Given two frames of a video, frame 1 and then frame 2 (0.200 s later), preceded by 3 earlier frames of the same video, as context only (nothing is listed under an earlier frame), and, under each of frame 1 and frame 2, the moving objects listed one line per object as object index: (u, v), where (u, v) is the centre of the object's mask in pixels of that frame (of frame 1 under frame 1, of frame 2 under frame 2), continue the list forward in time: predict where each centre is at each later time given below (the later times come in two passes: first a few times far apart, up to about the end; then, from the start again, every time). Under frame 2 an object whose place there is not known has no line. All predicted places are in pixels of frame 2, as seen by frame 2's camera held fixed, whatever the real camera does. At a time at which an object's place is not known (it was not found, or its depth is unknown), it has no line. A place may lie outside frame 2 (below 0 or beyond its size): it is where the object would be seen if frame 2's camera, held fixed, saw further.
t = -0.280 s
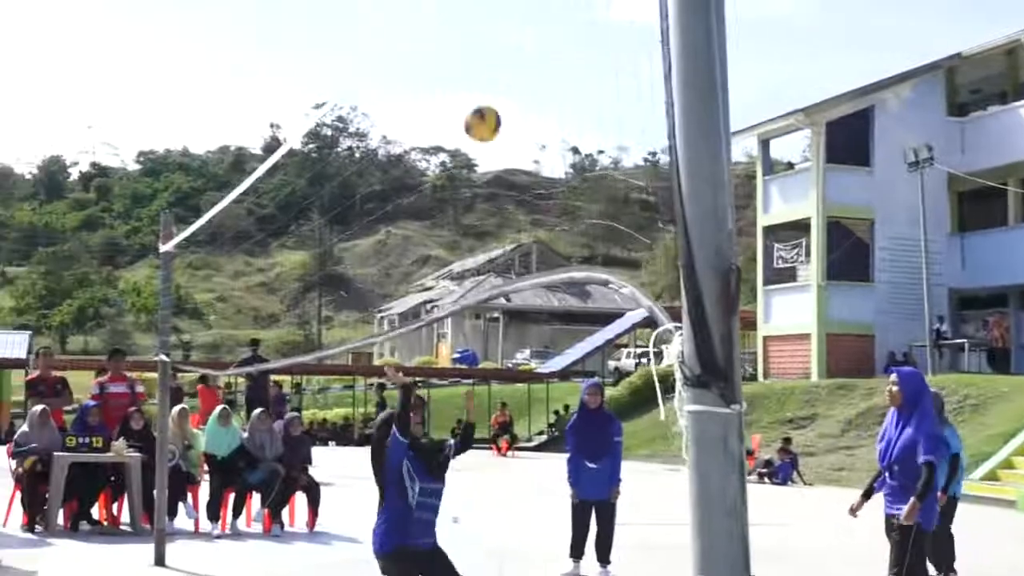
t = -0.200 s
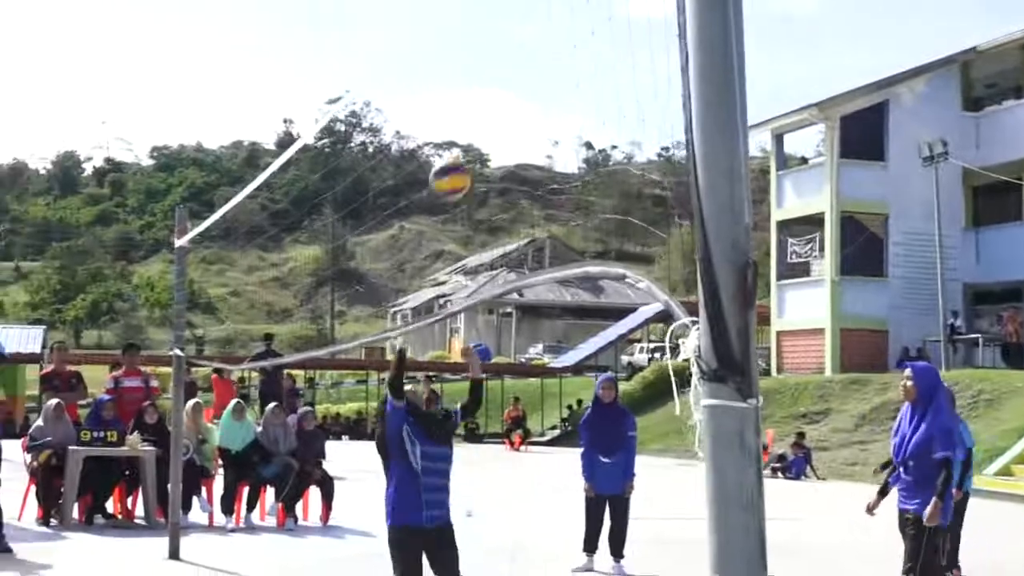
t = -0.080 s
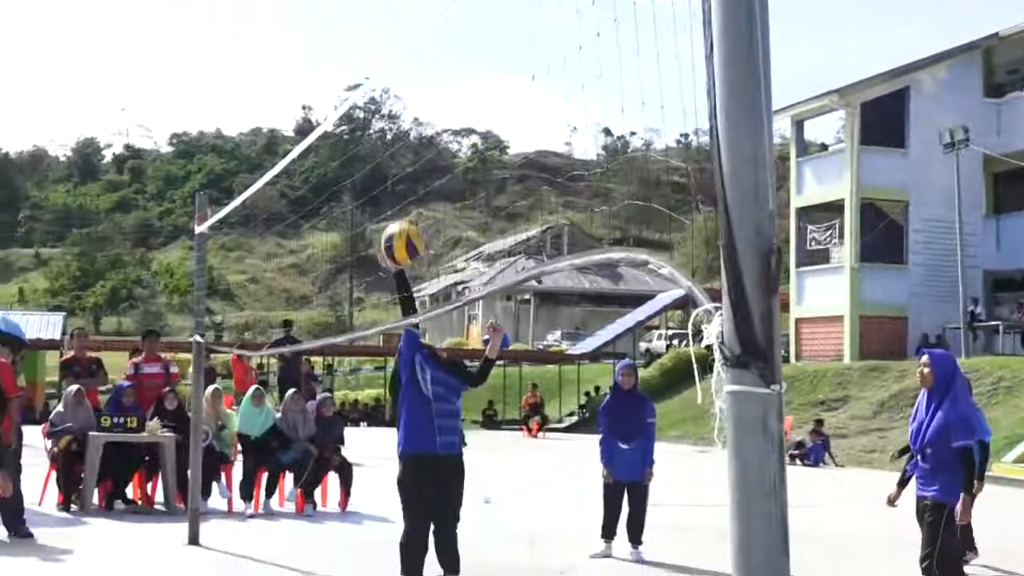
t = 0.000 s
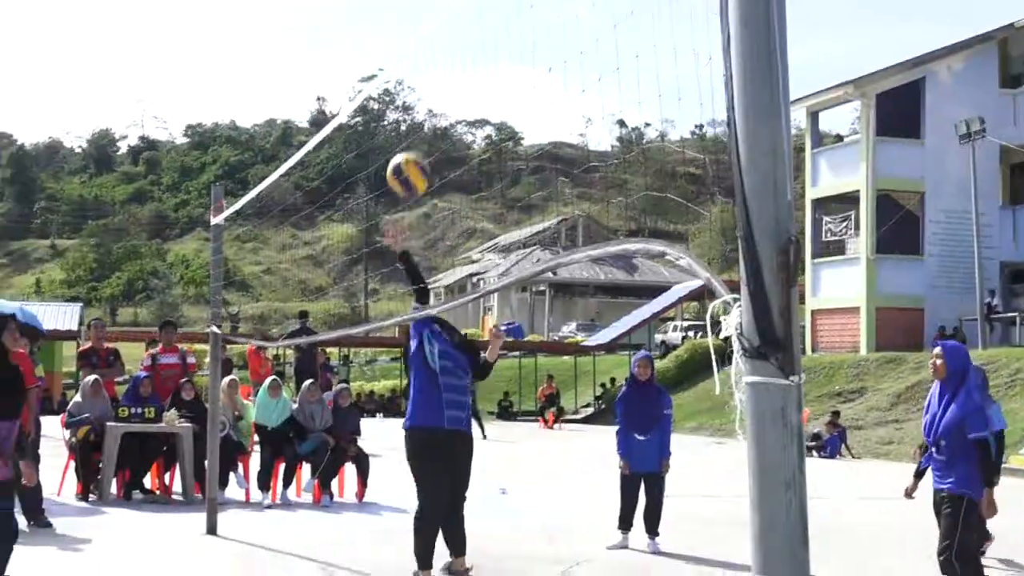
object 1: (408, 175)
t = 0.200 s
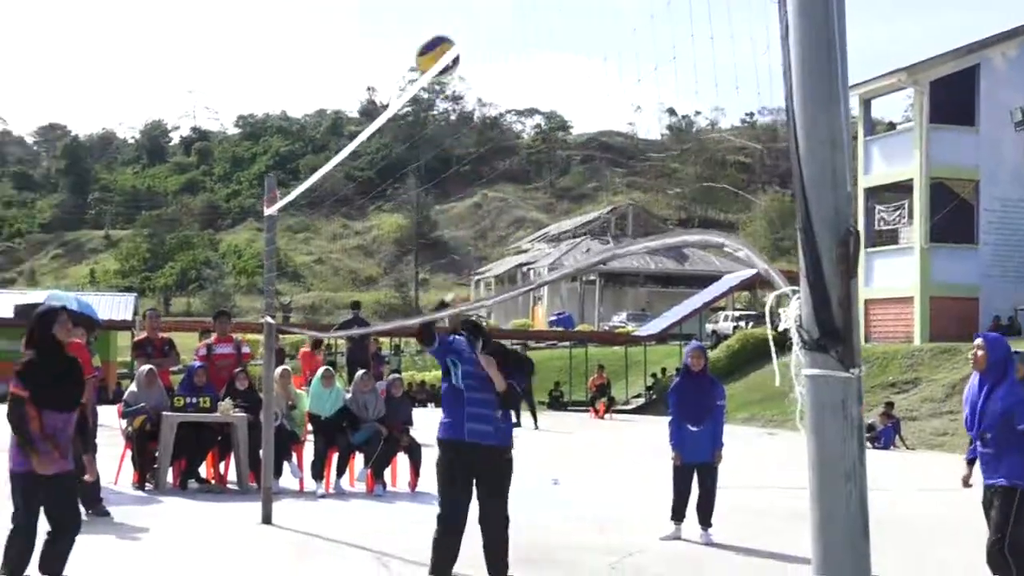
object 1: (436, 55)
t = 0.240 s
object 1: (431, 43)
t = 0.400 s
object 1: (410, 22)
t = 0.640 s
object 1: (364, 110)
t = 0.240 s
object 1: (431, 43)
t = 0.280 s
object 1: (427, 34)
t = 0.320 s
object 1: (421, 26)
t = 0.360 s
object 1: (416, 22)
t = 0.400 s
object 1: (410, 22)
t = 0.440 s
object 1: (404, 26)
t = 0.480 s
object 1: (397, 33)
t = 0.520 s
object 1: (390, 46)
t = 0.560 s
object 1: (385, 66)
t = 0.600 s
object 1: (376, 86)
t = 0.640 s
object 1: (364, 110)
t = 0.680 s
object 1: (355, 137)
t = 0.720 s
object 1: (347, 172)
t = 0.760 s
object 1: (337, 214)
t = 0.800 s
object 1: (329, 260)
